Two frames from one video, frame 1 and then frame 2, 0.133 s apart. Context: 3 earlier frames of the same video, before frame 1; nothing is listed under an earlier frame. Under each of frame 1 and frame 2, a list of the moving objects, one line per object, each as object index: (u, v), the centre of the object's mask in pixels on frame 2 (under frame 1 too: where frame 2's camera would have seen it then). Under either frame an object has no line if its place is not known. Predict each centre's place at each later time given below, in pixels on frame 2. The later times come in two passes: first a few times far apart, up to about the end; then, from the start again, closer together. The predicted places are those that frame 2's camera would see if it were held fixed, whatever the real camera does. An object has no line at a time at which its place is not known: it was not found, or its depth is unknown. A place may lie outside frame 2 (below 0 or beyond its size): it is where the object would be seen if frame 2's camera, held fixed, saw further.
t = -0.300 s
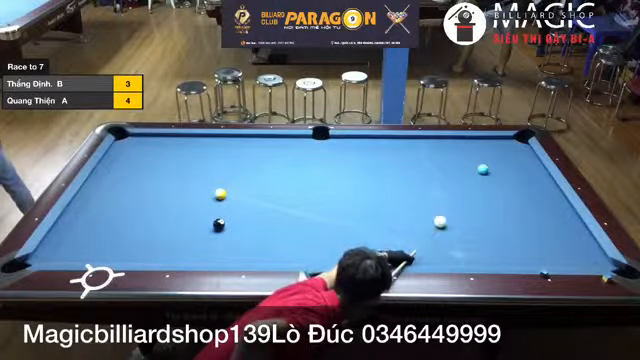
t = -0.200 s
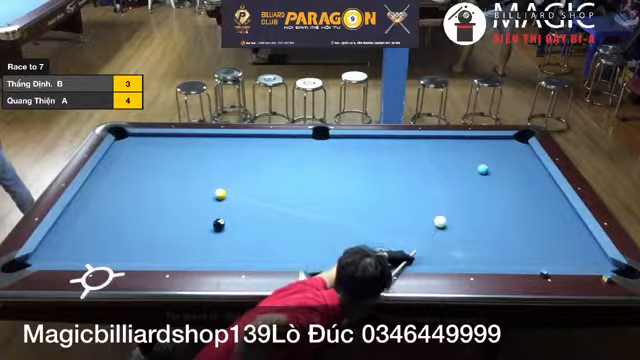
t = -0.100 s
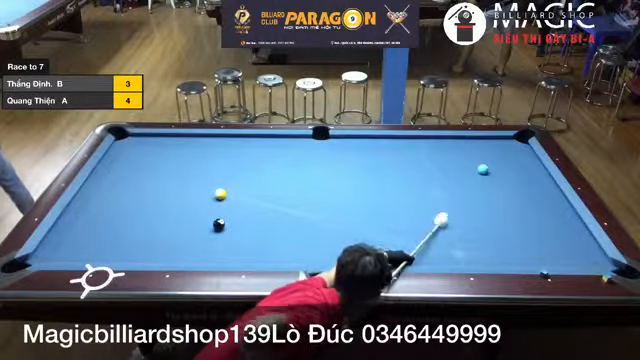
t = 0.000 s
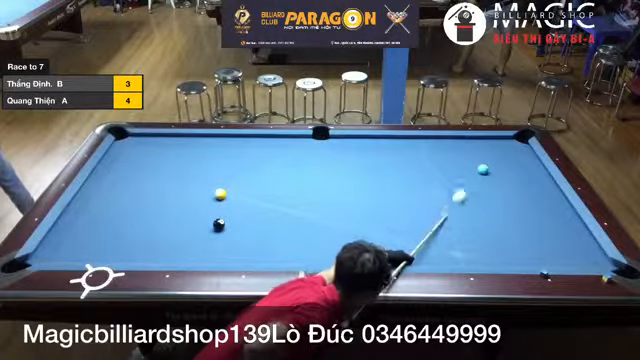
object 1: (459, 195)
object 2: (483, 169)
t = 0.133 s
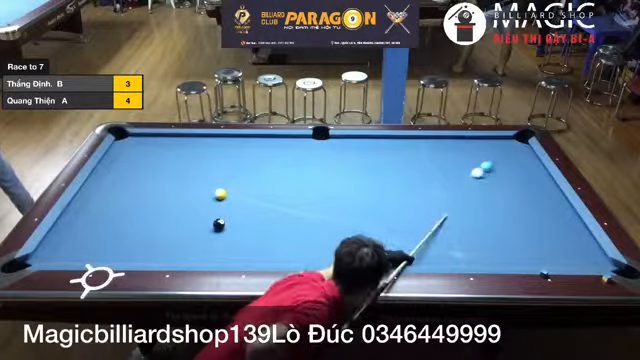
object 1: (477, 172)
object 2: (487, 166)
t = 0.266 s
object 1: (470, 171)
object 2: (506, 149)
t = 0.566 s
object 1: (455, 174)
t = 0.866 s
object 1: (440, 177)
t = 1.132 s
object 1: (426, 179)
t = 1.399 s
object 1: (415, 181)
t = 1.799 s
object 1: (400, 183)
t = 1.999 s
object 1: (393, 185)
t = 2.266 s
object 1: (387, 187)
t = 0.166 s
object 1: (475, 171)
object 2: (491, 160)
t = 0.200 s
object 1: (474, 171)
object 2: (497, 157)
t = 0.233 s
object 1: (472, 171)
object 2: (503, 152)
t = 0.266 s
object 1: (470, 171)
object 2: (506, 149)
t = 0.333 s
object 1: (469, 171)
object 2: (512, 145)
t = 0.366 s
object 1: (465, 172)
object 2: (521, 138)
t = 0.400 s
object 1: (463, 172)
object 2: (524, 136)
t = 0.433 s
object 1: (462, 173)
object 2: (526, 136)
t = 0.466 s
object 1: (460, 173)
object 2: (527, 140)
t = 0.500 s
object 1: (458, 173)
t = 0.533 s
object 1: (457, 174)
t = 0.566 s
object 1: (455, 174)
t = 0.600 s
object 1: (453, 174)
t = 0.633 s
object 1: (451, 175)
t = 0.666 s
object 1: (450, 175)
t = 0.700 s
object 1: (448, 175)
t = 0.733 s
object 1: (446, 175)
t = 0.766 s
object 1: (445, 176)
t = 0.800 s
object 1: (443, 176)
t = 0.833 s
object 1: (442, 176)
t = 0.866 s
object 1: (440, 177)
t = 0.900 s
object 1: (439, 176)
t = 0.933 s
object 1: (437, 177)
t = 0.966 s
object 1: (436, 177)
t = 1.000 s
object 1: (434, 177)
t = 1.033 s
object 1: (432, 178)
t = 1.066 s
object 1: (430, 178)
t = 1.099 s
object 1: (428, 179)
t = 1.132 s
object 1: (426, 179)
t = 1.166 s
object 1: (425, 179)
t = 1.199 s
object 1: (424, 179)
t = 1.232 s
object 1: (422, 180)
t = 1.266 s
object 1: (421, 180)
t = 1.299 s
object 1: (420, 181)
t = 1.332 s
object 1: (418, 181)
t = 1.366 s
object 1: (416, 181)
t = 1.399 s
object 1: (415, 181)
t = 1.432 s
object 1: (414, 181)
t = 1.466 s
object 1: (413, 181)
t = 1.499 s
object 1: (412, 182)
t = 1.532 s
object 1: (412, 183)
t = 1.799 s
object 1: (400, 183)
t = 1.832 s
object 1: (399, 184)
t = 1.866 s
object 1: (398, 185)
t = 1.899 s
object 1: (398, 185)
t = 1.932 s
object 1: (397, 185)
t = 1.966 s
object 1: (394, 185)
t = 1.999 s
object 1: (393, 185)
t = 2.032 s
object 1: (392, 185)
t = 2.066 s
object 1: (390, 186)
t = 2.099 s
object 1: (390, 186)
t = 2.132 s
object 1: (389, 186)
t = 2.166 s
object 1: (389, 186)
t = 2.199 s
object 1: (389, 186)
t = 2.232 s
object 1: (387, 187)
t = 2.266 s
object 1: (387, 187)
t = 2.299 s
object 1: (387, 187)
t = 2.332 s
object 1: (383, 187)
